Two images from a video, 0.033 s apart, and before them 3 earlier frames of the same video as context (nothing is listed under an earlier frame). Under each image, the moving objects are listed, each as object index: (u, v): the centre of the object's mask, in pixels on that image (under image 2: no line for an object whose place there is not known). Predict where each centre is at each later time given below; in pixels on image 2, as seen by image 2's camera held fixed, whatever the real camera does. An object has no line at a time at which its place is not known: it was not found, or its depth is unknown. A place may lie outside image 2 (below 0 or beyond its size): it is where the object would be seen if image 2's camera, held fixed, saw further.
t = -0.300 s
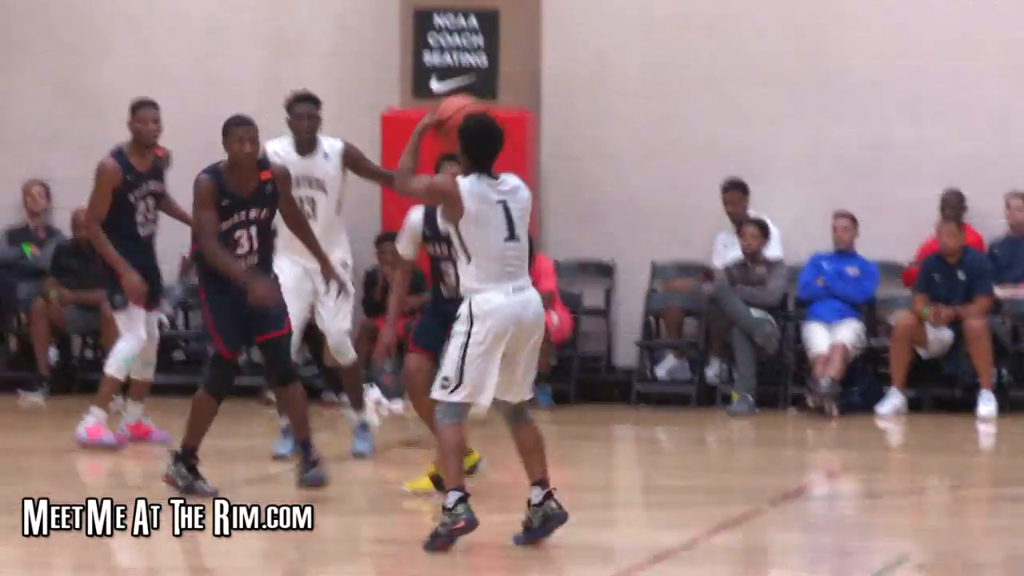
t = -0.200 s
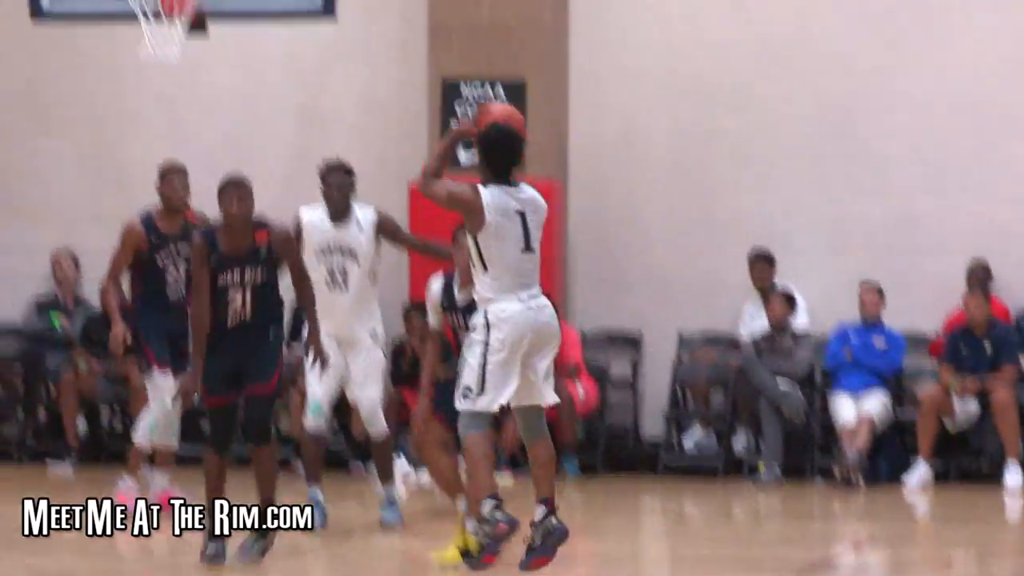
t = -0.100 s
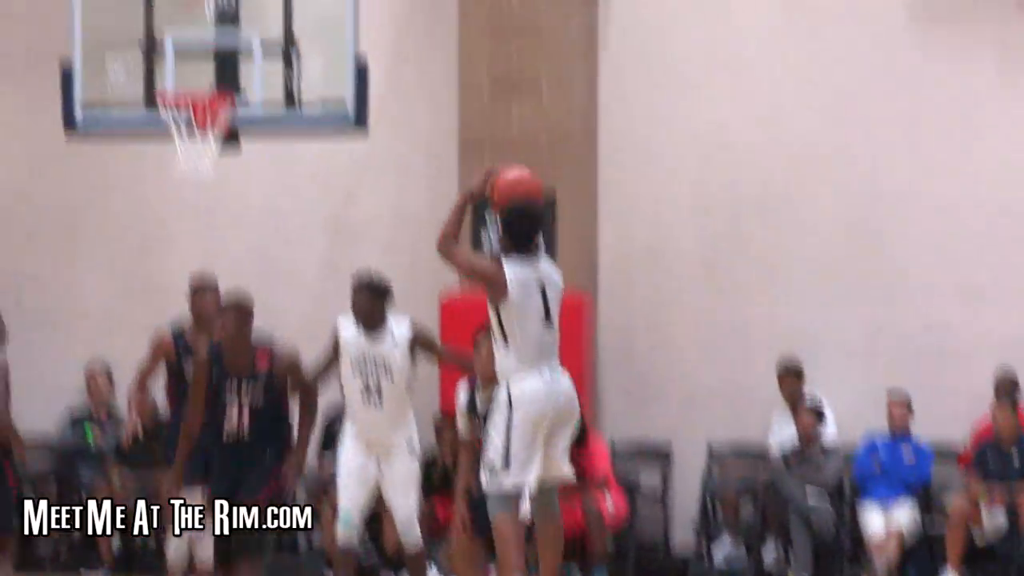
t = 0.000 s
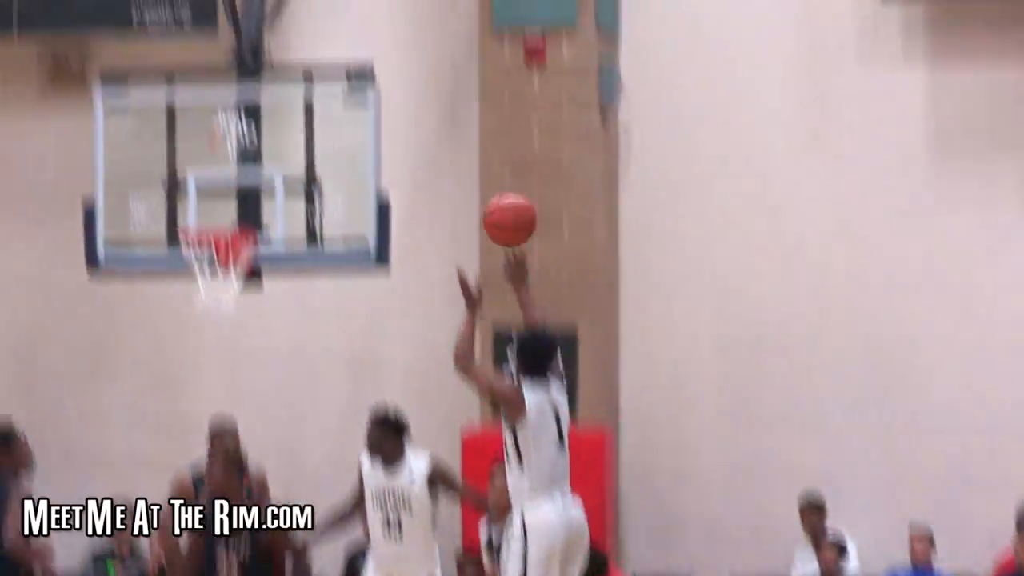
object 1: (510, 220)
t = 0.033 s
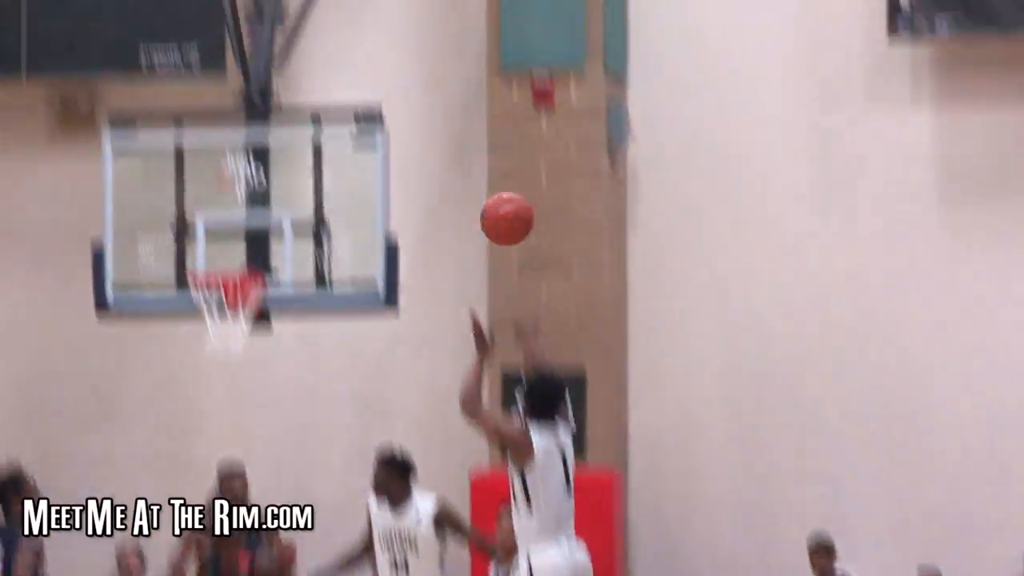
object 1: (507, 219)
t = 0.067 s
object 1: (496, 180)
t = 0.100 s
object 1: (485, 144)
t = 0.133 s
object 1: (475, 111)
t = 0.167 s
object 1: (465, 81)
